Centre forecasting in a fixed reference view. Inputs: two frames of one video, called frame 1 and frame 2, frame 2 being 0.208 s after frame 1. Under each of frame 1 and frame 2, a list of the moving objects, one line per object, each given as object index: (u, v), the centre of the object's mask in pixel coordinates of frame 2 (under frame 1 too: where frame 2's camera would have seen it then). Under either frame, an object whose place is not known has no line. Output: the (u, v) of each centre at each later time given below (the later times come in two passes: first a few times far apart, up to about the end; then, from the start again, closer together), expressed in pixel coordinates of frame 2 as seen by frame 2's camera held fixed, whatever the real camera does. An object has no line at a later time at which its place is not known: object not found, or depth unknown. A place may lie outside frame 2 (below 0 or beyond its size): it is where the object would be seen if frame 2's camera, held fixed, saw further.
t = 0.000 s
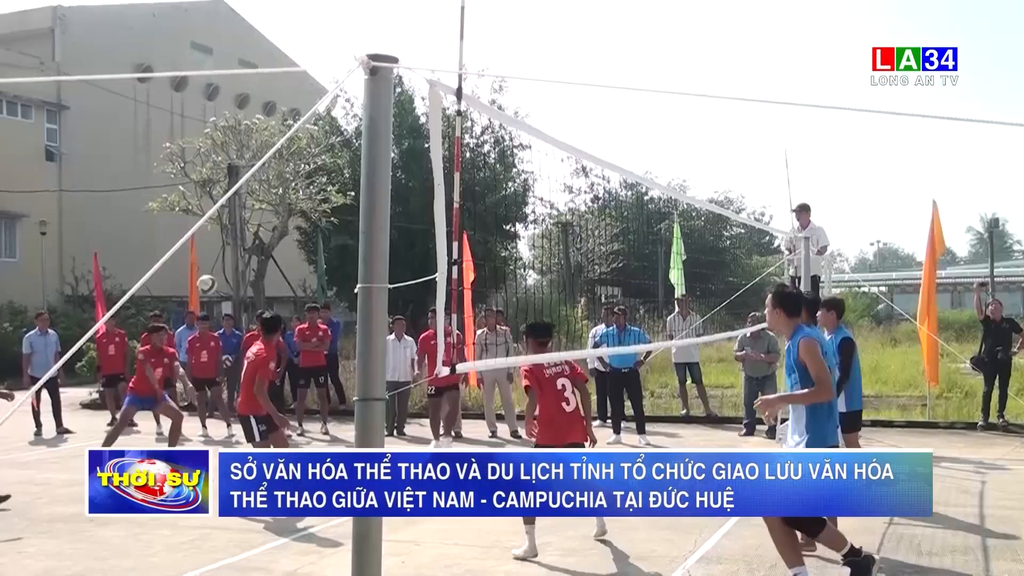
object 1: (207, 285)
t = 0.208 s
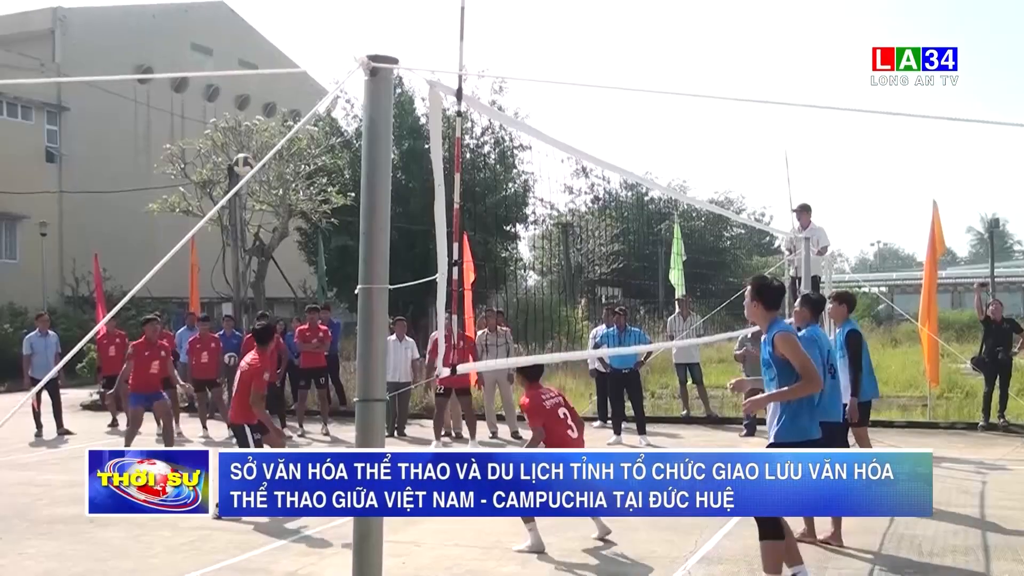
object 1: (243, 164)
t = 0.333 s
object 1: (270, 97)
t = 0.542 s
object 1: (311, 29)
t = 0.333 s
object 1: (270, 97)
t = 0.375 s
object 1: (277, 80)
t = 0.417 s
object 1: (287, 65)
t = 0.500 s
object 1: (303, 40)
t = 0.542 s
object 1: (311, 29)
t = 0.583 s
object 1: (320, 20)
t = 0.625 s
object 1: (329, 12)
